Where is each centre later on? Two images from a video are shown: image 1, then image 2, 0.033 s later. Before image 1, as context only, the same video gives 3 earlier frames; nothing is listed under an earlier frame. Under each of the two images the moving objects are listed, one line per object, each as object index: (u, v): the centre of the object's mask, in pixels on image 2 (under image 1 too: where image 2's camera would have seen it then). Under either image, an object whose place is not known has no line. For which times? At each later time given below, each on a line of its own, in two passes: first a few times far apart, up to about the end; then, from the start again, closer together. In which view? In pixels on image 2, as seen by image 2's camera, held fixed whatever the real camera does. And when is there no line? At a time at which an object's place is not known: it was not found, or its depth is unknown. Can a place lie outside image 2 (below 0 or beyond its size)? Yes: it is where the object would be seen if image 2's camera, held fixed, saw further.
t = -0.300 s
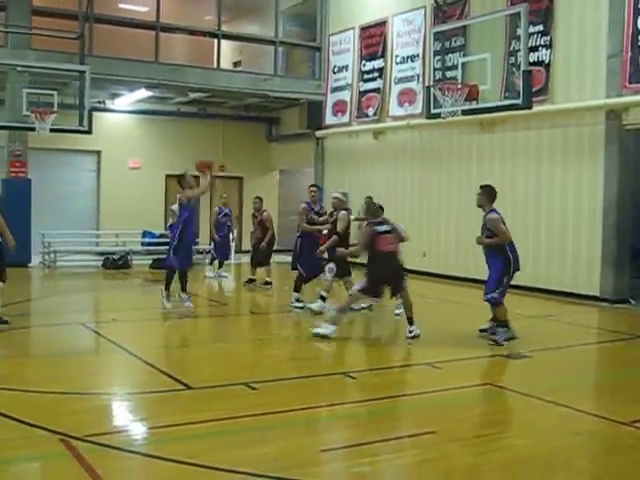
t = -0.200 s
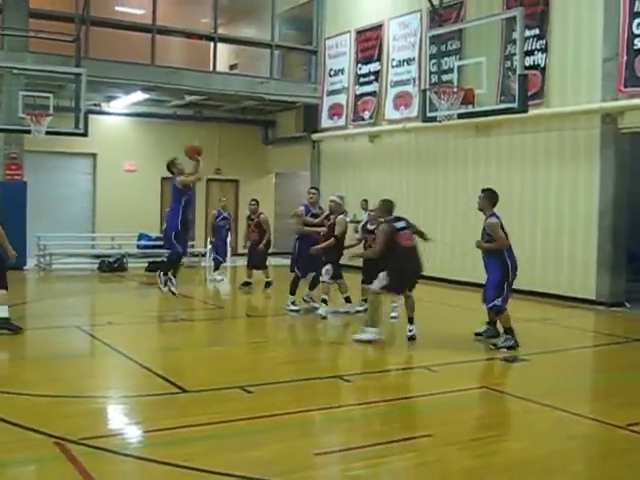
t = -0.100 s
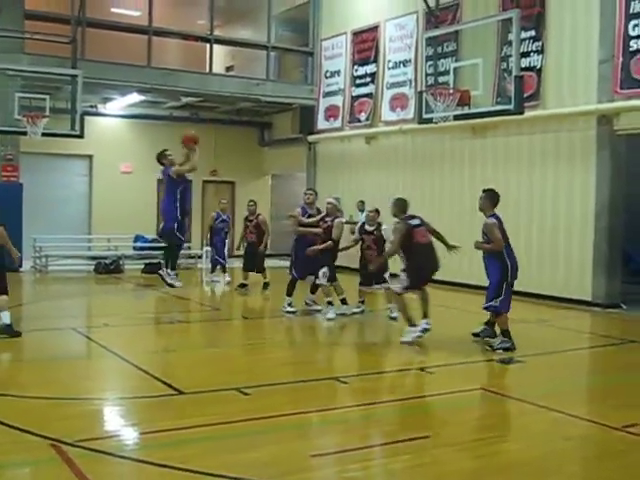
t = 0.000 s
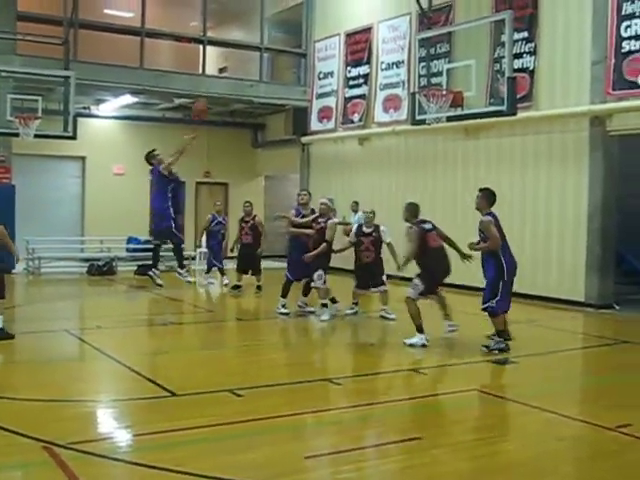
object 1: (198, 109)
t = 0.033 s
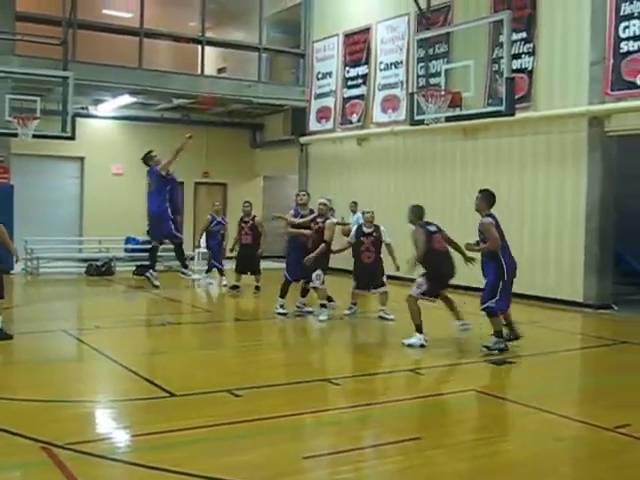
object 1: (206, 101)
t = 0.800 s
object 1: (410, 71)
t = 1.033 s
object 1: (460, 138)
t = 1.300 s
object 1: (507, 246)
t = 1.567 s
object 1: (535, 279)
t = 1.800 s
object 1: (538, 217)
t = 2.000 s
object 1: (541, 196)
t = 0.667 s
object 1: (374, 44)
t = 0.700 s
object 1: (383, 49)
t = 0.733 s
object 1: (392, 55)
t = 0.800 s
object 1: (410, 71)
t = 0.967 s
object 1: (448, 121)
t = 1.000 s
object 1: (455, 128)
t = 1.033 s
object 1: (460, 138)
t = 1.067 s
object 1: (466, 149)
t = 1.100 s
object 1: (473, 161)
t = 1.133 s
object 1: (478, 173)
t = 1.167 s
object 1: (484, 186)
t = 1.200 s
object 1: (490, 199)
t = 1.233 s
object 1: (496, 214)
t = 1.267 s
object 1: (501, 229)
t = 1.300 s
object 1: (507, 246)
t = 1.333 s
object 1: (513, 263)
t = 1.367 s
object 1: (517, 280)
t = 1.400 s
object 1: (525, 301)
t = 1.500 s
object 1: (531, 306)
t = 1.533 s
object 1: (535, 290)
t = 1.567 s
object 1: (535, 279)
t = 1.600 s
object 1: (536, 268)
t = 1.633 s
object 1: (536, 258)
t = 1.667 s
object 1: (536, 248)
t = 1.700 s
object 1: (537, 239)
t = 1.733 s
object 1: (538, 231)
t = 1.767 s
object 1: (538, 223)
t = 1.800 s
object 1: (538, 217)
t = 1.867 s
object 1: (539, 207)
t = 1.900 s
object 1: (540, 203)
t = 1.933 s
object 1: (540, 200)
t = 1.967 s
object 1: (541, 198)
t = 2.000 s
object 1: (541, 196)
